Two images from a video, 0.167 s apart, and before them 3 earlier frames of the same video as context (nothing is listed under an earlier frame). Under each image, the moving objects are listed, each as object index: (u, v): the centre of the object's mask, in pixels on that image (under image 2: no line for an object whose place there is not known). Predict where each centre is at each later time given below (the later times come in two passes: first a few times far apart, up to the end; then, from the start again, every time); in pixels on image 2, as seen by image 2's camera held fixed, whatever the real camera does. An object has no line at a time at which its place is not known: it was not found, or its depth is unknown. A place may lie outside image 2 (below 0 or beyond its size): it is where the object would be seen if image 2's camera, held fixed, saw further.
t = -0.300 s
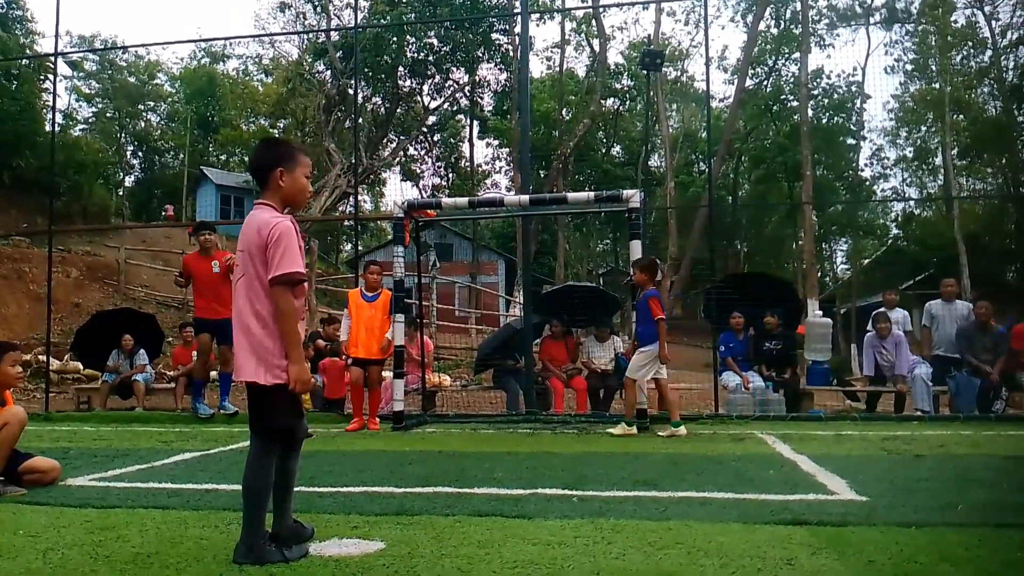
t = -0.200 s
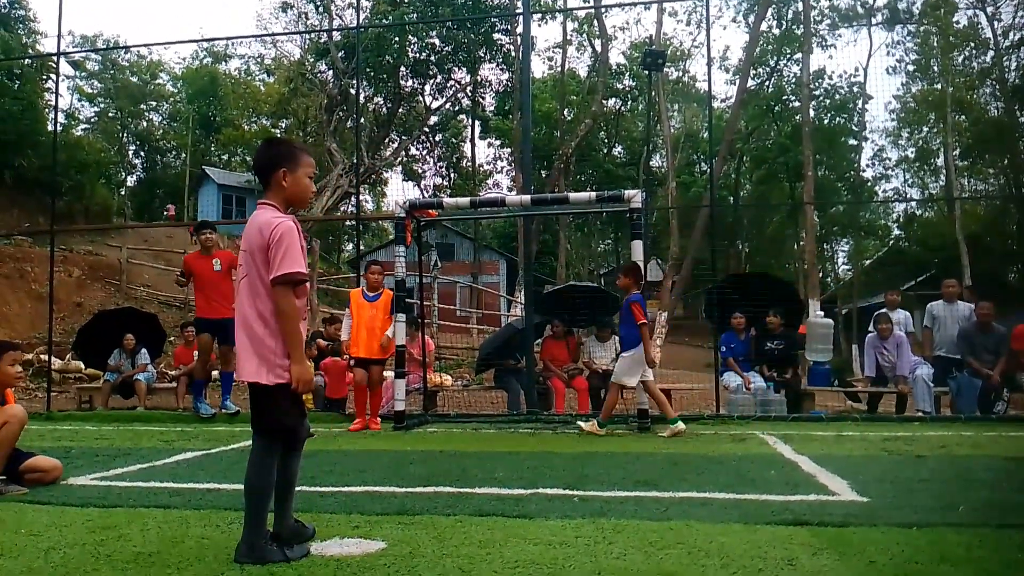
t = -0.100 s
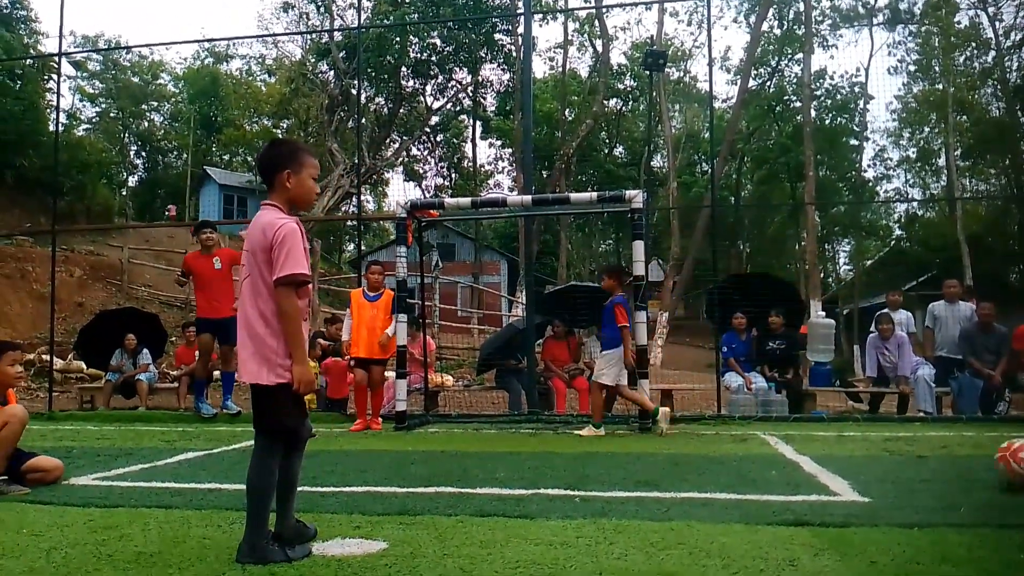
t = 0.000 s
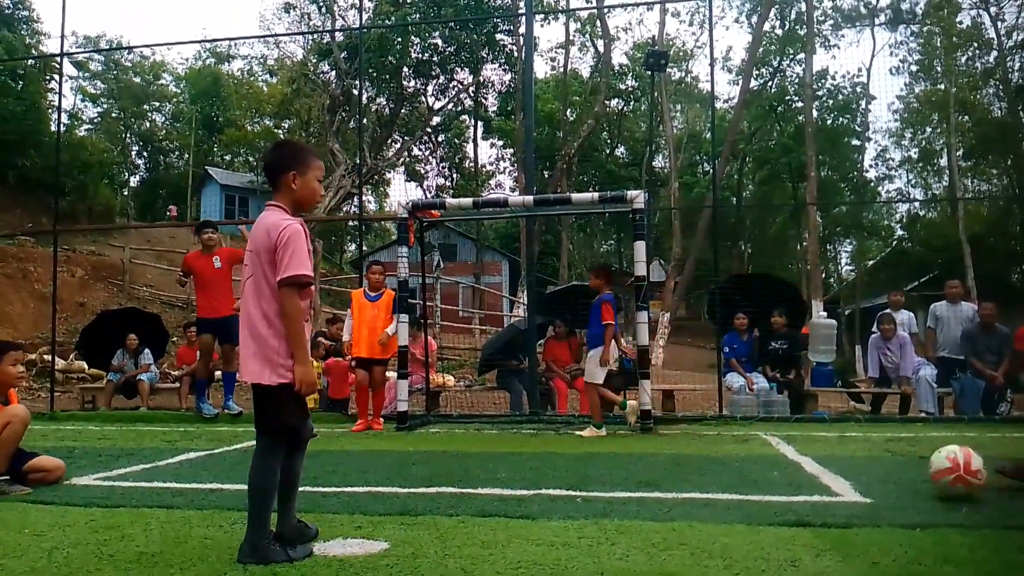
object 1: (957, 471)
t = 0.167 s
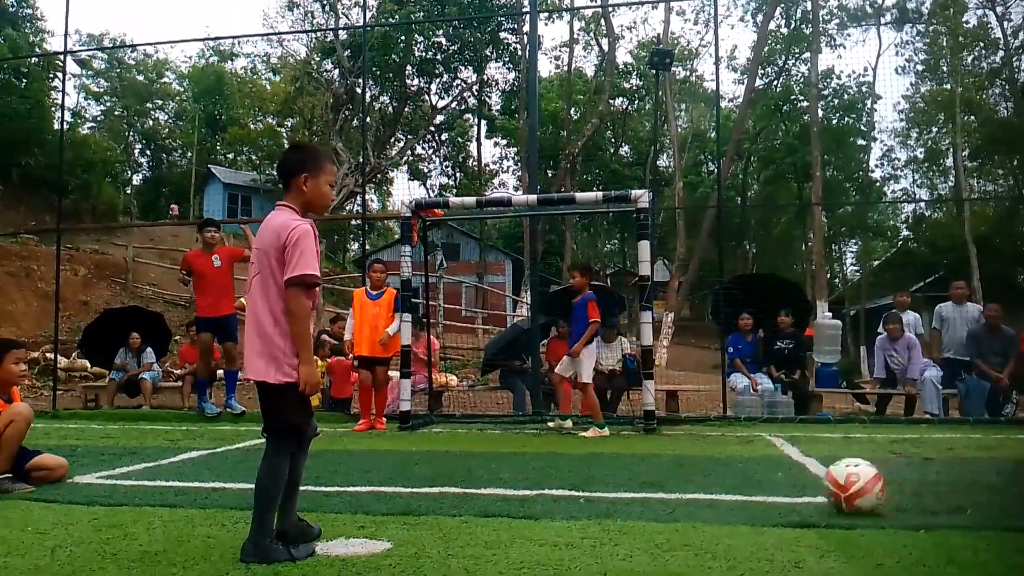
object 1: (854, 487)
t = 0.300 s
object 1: (778, 484)
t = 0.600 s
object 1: (594, 508)
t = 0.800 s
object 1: (465, 515)
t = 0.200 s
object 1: (833, 487)
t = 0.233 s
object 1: (816, 485)
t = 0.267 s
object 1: (797, 483)
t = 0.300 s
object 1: (778, 484)
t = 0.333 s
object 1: (759, 488)
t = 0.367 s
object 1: (737, 496)
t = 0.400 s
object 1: (717, 499)
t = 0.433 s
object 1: (697, 497)
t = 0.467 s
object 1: (677, 497)
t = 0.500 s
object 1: (657, 503)
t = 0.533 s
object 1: (637, 505)
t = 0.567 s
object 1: (616, 507)
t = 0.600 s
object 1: (594, 508)
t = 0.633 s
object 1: (573, 510)
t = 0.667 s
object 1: (551, 510)
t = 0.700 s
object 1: (530, 513)
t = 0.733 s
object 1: (508, 512)
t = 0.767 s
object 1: (487, 513)
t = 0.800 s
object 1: (465, 515)
